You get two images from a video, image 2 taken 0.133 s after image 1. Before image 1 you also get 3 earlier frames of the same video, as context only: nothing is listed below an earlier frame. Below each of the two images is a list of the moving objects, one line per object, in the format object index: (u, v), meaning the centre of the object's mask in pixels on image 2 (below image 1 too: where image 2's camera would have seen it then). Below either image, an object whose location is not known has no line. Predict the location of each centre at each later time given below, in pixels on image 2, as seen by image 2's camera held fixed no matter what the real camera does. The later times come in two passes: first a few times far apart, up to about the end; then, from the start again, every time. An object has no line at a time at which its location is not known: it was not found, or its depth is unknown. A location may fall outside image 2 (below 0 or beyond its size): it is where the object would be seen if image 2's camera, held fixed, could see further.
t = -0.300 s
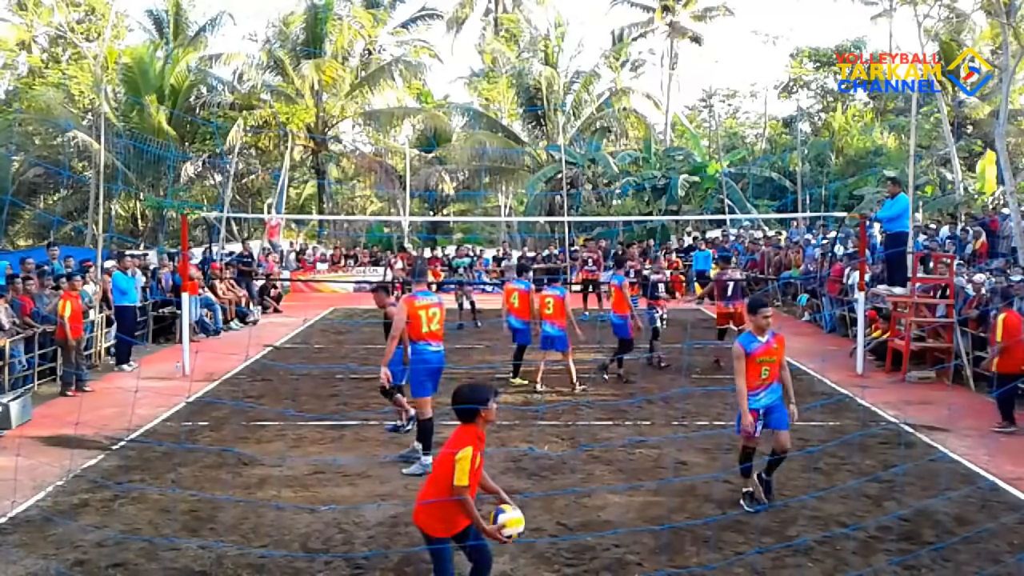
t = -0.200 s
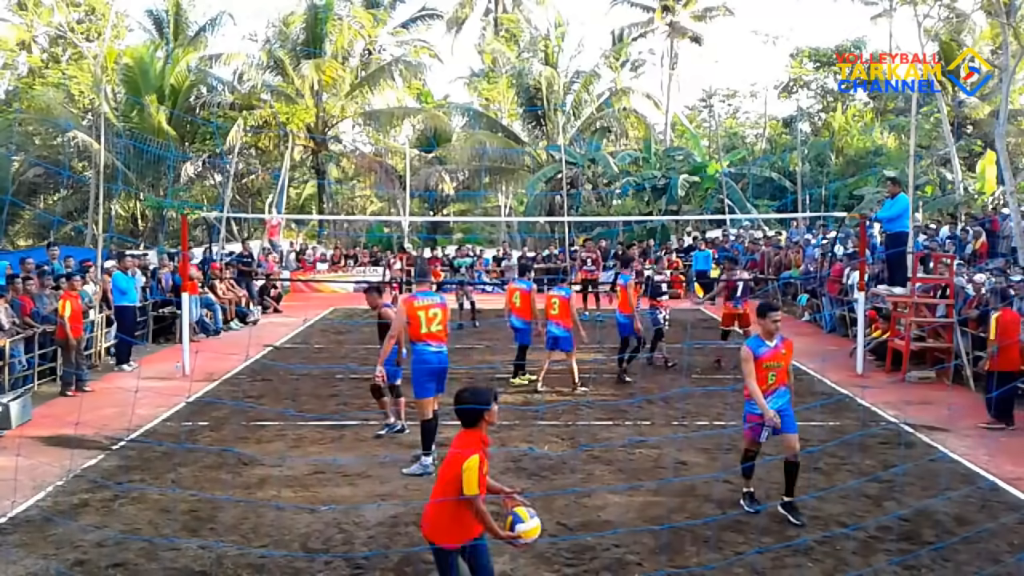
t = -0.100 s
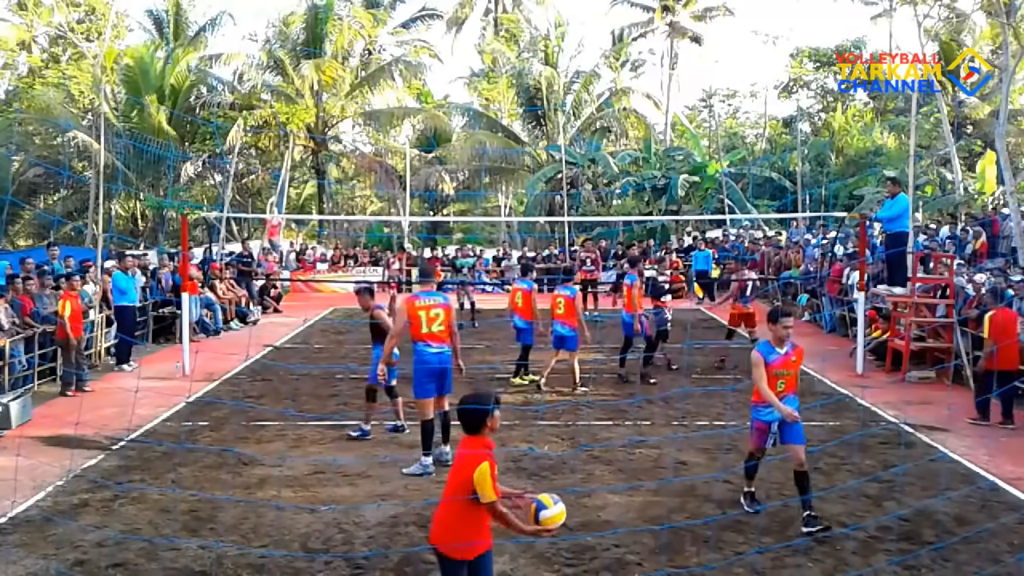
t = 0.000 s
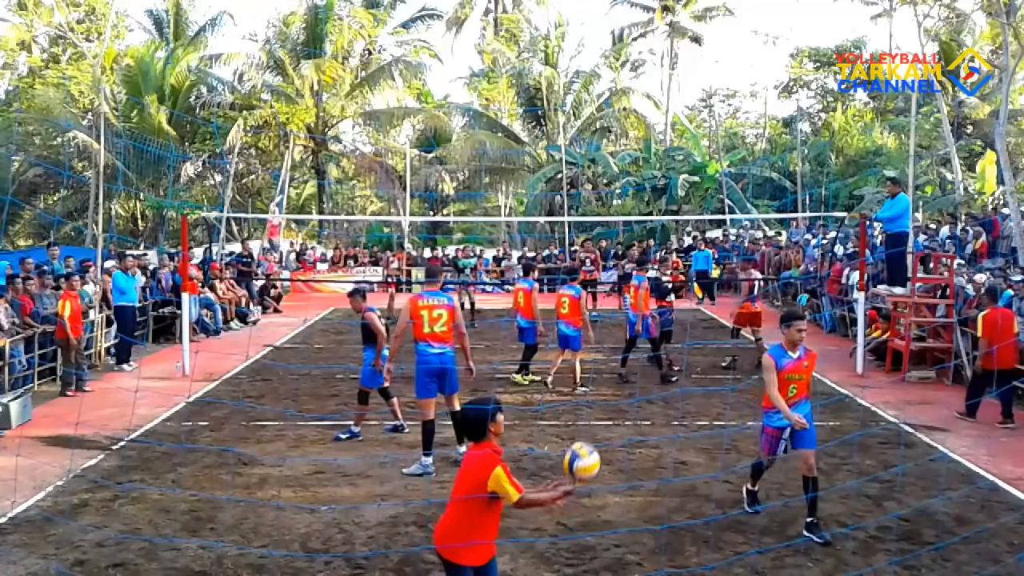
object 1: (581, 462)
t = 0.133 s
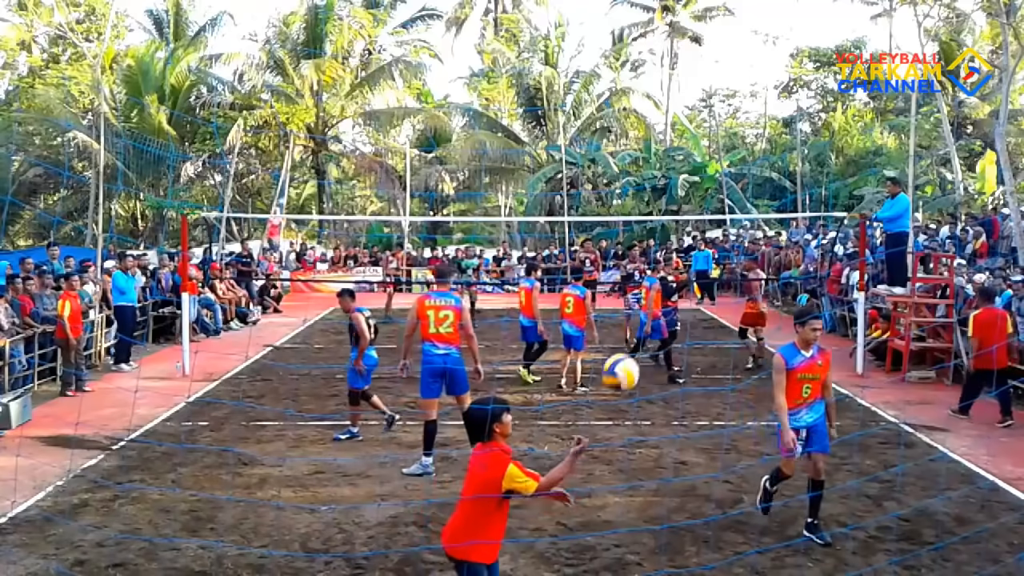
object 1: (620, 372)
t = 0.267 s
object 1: (661, 311)
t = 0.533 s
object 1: (744, 269)
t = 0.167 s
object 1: (631, 354)
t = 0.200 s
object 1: (640, 337)
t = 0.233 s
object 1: (650, 323)
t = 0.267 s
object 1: (661, 311)
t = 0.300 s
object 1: (671, 298)
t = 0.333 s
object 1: (681, 288)
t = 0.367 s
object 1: (692, 280)
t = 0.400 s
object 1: (702, 274)
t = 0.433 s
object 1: (712, 270)
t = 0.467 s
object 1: (723, 268)
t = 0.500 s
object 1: (734, 268)
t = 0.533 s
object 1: (744, 269)
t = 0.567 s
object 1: (755, 272)
